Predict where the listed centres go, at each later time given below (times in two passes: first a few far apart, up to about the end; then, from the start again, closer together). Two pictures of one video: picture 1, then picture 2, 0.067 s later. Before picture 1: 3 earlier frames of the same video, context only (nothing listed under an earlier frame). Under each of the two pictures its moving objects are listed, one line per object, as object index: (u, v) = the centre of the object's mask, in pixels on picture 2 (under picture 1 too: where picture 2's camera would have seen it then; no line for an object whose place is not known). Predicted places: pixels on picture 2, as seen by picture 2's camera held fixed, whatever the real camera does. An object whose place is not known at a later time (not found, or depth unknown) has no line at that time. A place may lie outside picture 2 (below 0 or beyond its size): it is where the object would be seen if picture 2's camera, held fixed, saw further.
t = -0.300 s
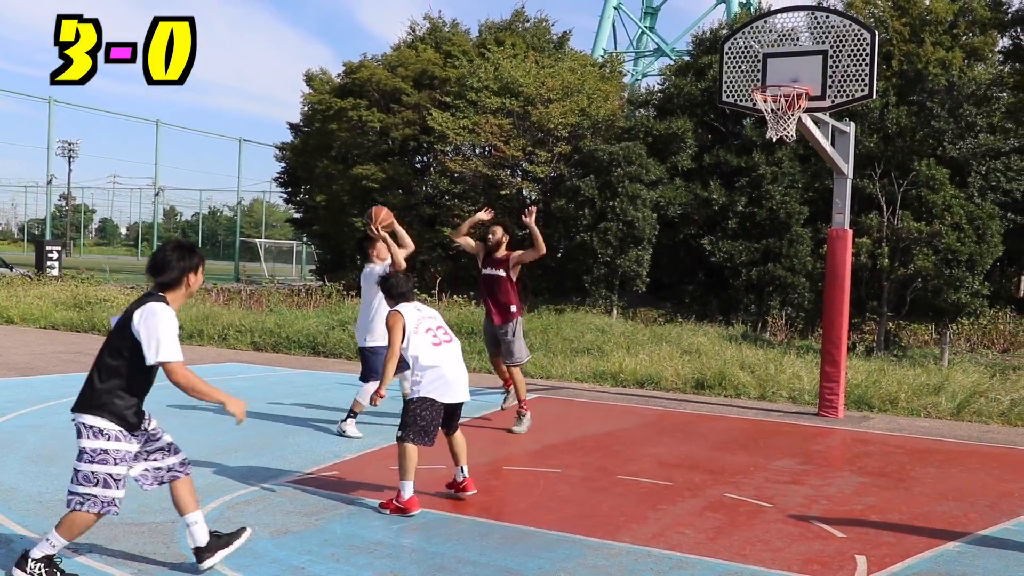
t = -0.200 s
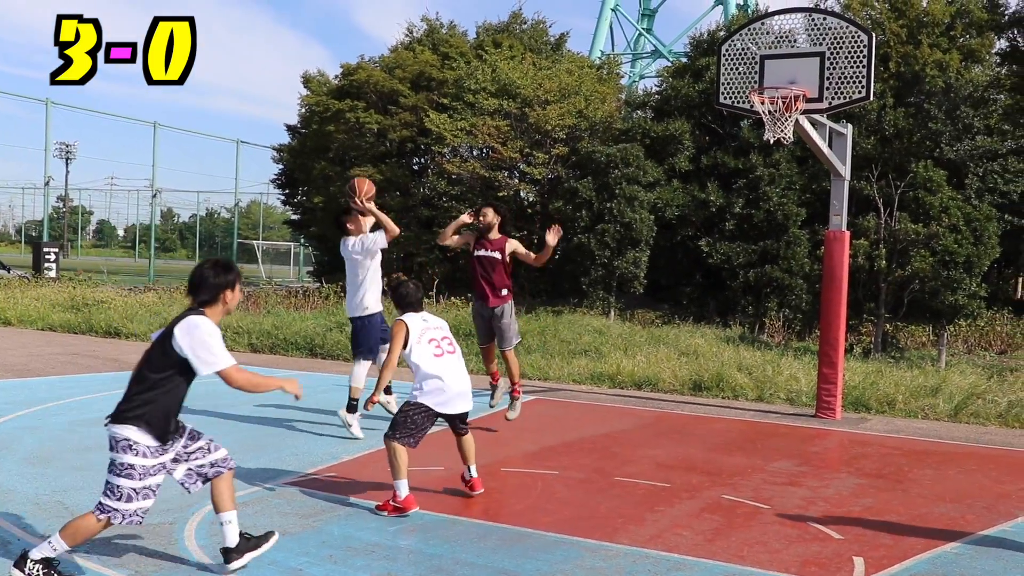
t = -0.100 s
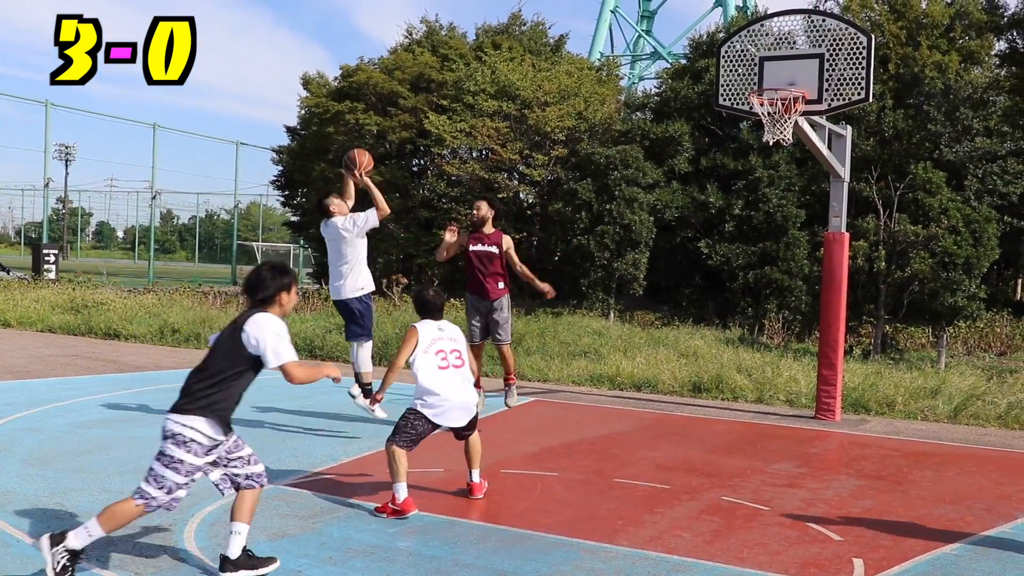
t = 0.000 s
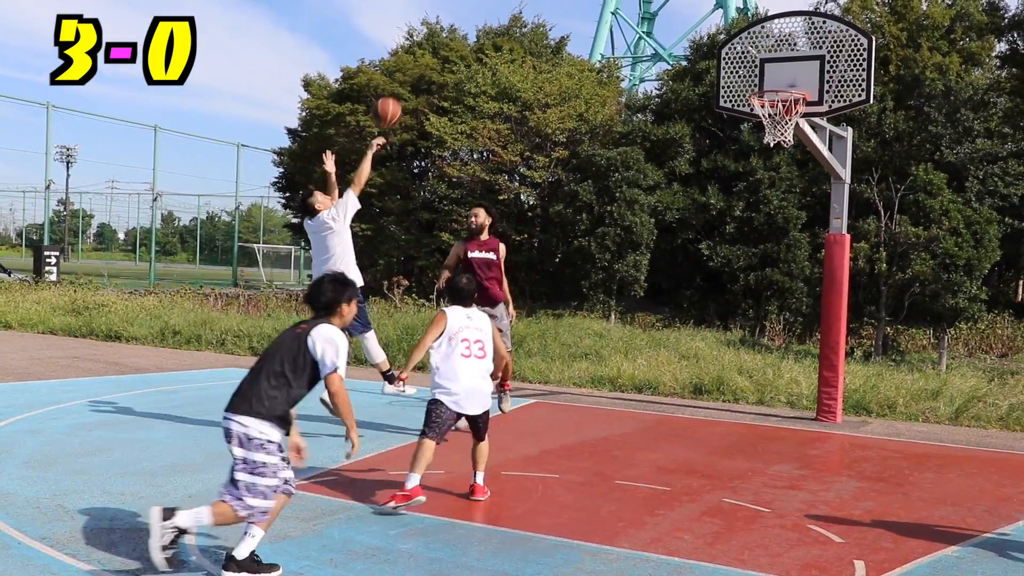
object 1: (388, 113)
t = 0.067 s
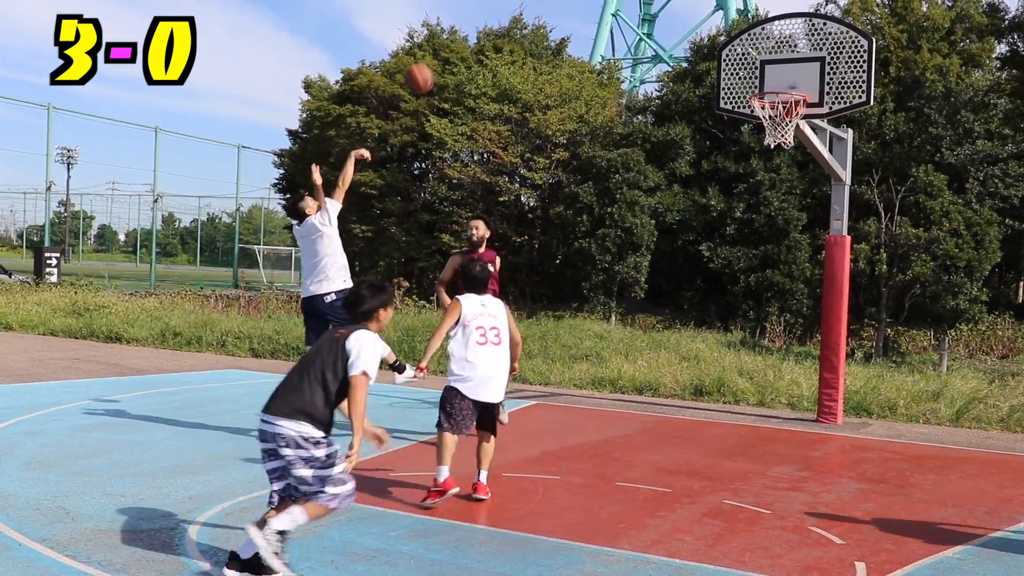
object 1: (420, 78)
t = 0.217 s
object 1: (489, 20)
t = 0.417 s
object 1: (576, -7)
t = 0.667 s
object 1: (673, 6)
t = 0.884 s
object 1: (757, 82)
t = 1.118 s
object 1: (827, 74)
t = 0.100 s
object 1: (435, 63)
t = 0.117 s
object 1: (443, 55)
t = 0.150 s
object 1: (458, 42)
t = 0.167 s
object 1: (467, 36)
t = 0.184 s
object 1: (474, 30)
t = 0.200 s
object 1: (481, 24)
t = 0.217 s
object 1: (489, 20)
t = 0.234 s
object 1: (496, 15)
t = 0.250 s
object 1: (504, 10)
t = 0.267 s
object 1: (511, 7)
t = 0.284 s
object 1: (519, 4)
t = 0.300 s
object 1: (526, 2)
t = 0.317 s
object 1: (533, 0)
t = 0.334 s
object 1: (541, -2)
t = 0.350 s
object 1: (548, -3)
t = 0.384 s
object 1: (562, -5)
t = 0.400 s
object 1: (570, -6)
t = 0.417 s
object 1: (576, -7)
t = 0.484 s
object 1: (603, -8)
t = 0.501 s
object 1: (610, -8)
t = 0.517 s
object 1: (616, -8)
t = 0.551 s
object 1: (629, -7)
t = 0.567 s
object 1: (636, -7)
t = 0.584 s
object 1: (642, -6)
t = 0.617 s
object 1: (654, -4)
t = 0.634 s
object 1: (661, -1)
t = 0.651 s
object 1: (667, 2)
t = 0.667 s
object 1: (673, 6)
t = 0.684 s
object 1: (679, 10)
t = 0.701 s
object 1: (684, 14)
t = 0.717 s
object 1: (691, 19)
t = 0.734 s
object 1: (701, 25)
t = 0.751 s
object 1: (708, 31)
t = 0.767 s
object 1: (715, 36)
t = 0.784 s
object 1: (721, 42)
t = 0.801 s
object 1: (727, 47)
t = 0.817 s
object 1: (733, 54)
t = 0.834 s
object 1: (739, 61)
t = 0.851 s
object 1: (745, 69)
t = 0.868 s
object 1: (751, 76)
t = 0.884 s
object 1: (757, 82)
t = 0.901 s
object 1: (761, 81)
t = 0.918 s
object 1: (766, 79)
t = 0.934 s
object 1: (771, 77)
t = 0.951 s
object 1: (776, 75)
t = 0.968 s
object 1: (781, 74)
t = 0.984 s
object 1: (786, 72)
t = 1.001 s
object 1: (791, 72)
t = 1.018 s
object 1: (796, 71)
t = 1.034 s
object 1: (801, 71)
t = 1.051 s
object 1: (806, 71)
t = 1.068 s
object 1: (811, 71)
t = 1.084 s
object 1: (816, 72)
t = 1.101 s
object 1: (822, 73)
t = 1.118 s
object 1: (827, 74)
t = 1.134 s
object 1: (830, 74)
